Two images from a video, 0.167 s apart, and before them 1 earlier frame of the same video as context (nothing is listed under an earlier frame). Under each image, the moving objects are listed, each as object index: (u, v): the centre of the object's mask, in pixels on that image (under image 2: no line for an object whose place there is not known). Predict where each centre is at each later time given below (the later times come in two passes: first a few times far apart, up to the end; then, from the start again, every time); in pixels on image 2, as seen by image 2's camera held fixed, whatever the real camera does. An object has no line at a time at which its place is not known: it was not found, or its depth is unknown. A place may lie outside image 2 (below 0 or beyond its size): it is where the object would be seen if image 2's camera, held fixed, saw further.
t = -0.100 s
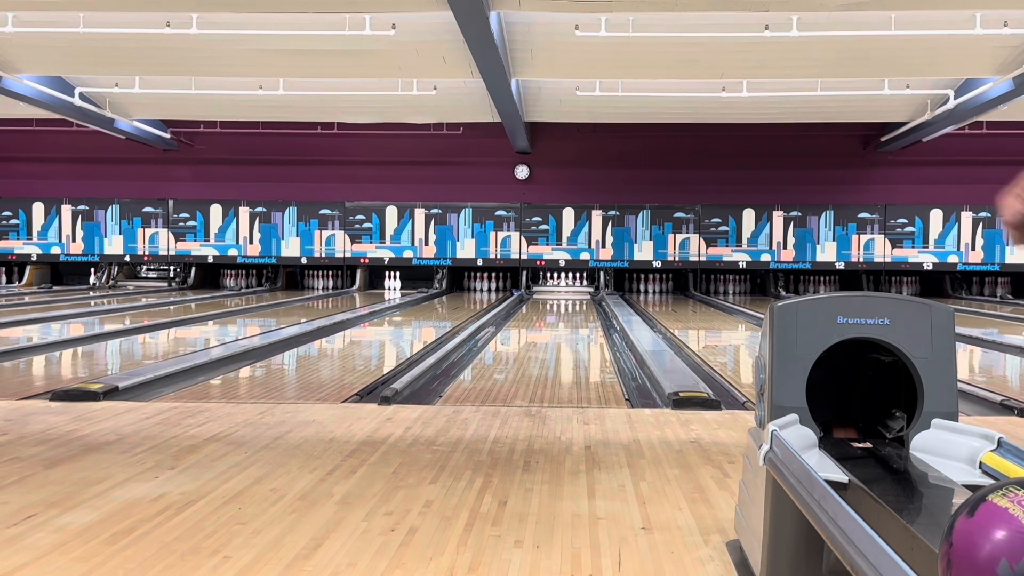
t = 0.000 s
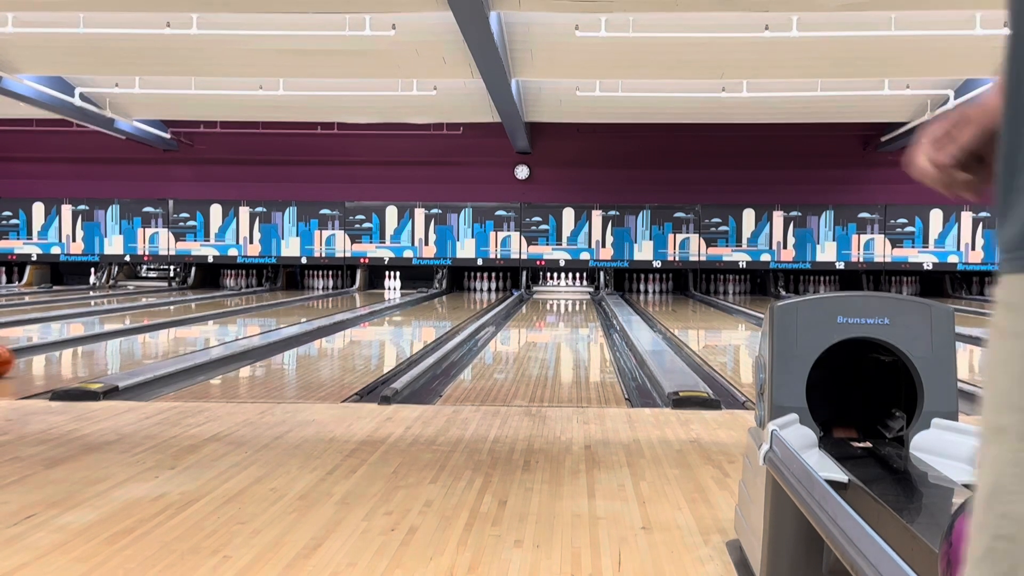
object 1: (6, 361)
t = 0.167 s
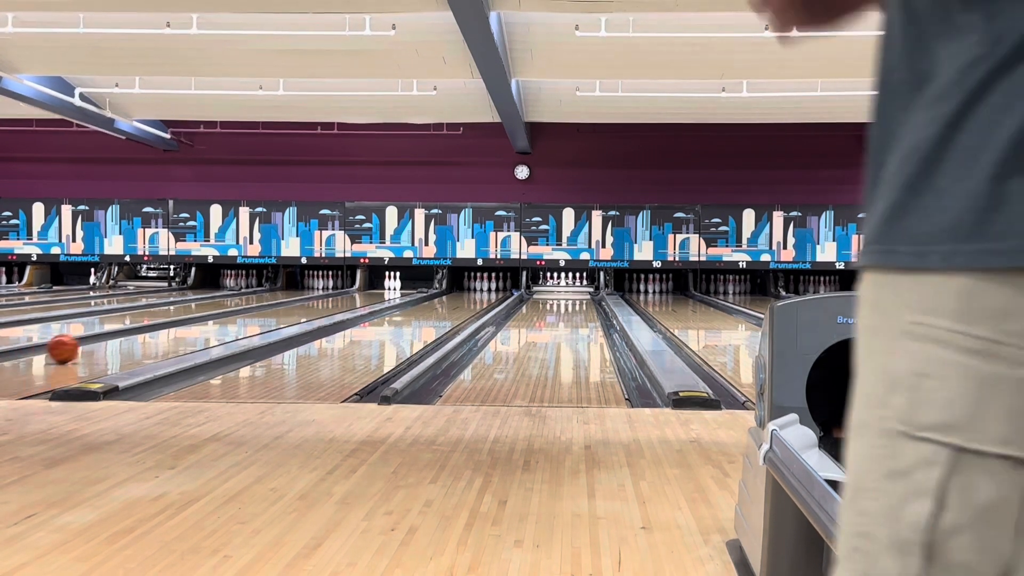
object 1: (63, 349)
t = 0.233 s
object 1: (86, 345)
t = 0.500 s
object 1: (161, 330)
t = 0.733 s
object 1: (211, 321)
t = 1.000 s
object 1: (255, 313)
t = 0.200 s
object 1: (75, 347)
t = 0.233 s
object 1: (86, 345)
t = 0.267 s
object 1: (97, 342)
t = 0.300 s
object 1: (107, 340)
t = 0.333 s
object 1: (117, 338)
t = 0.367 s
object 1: (127, 336)
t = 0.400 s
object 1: (136, 335)
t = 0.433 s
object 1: (144, 333)
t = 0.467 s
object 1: (153, 332)
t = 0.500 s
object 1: (161, 330)
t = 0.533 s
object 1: (169, 329)
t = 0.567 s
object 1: (176, 327)
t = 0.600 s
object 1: (184, 326)
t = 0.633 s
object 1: (191, 325)
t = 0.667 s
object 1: (198, 323)
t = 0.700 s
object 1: (204, 322)
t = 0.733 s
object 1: (211, 321)
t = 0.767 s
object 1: (217, 320)
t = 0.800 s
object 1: (223, 319)
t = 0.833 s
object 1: (228, 318)
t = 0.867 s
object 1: (234, 317)
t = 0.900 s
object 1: (240, 316)
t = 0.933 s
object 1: (245, 315)
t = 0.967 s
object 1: (250, 314)
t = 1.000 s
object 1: (255, 313)
